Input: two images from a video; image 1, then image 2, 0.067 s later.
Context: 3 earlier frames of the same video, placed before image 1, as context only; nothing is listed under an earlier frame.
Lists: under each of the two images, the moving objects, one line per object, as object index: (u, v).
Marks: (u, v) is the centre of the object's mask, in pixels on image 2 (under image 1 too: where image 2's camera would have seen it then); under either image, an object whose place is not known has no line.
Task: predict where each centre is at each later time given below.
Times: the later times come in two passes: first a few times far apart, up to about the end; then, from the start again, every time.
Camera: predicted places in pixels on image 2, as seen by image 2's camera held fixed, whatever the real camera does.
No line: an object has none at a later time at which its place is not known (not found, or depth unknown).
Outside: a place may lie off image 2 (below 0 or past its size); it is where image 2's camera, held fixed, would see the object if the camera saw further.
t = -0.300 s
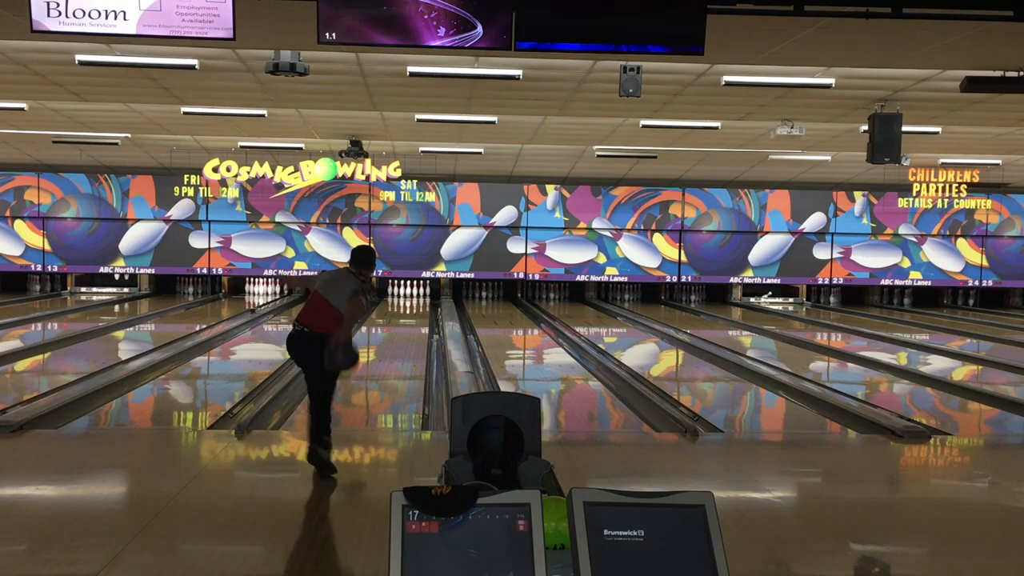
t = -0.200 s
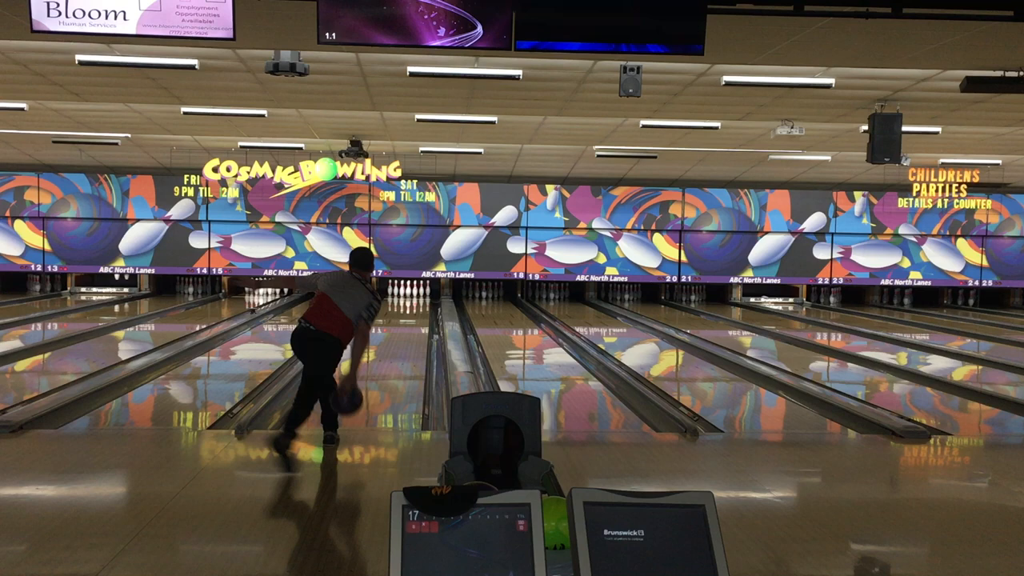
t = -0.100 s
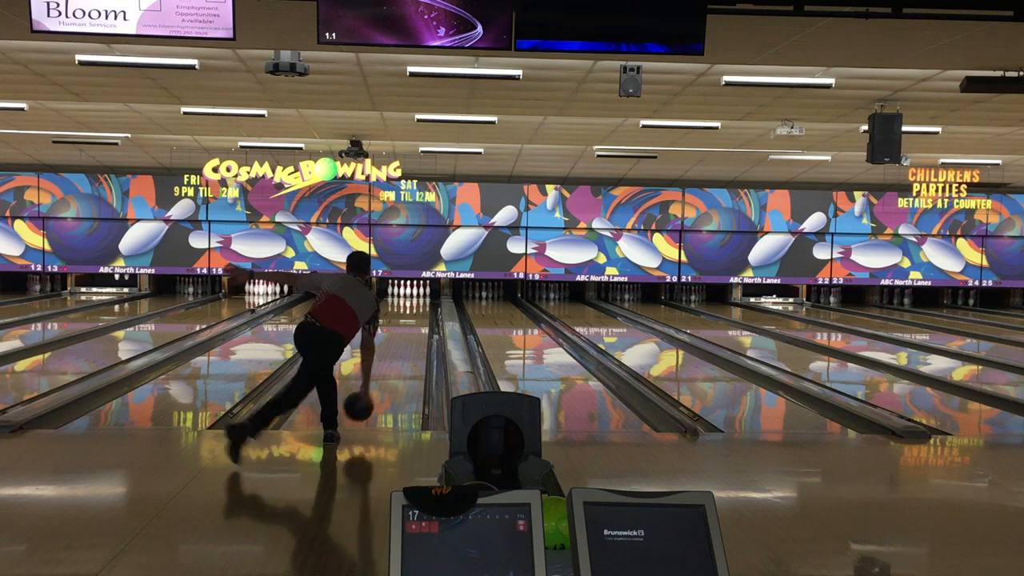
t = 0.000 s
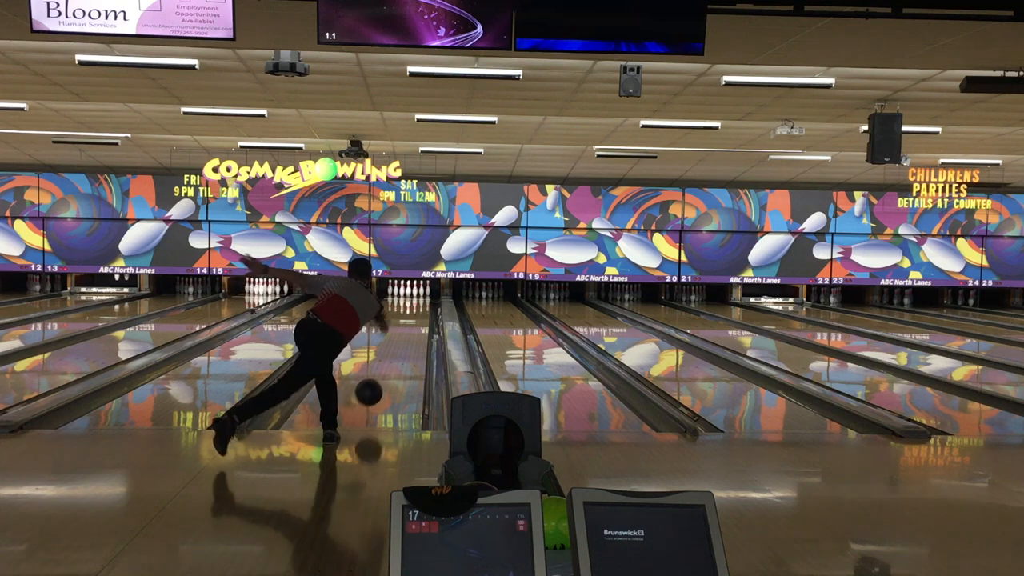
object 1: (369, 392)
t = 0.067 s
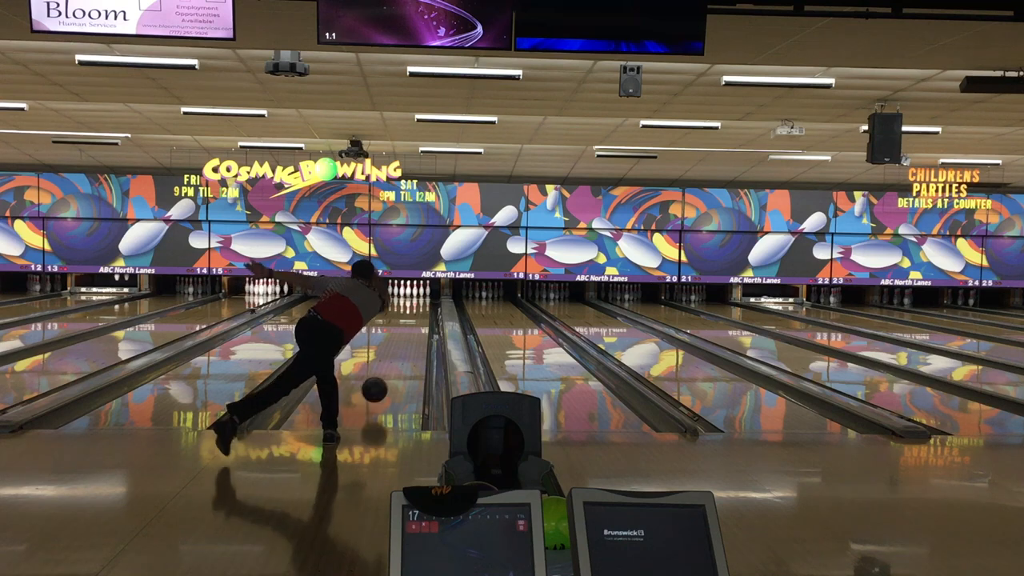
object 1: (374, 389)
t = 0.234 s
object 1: (386, 379)
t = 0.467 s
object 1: (398, 359)
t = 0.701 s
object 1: (407, 343)
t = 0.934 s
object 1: (413, 332)
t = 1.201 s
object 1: (417, 322)
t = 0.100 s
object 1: (377, 390)
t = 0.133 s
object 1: (379, 390)
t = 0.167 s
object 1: (382, 386)
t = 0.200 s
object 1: (384, 383)
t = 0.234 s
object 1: (386, 379)
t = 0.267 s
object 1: (388, 376)
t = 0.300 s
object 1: (390, 372)
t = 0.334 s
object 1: (391, 369)
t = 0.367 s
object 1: (393, 367)
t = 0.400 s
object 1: (395, 364)
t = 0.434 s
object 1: (396, 361)
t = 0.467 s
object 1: (398, 359)
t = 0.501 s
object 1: (399, 356)
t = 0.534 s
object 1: (401, 354)
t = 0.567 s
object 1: (402, 351)
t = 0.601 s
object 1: (403, 349)
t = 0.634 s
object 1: (405, 347)
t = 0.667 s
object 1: (406, 345)
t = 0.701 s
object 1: (407, 343)
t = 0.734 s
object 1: (408, 342)
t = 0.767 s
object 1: (409, 340)
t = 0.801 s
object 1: (410, 338)
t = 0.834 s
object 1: (410, 336)
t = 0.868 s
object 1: (411, 335)
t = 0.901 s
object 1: (412, 333)
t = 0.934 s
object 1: (413, 332)
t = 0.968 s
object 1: (414, 330)
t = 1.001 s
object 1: (414, 329)
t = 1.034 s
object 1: (415, 328)
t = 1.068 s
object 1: (415, 326)
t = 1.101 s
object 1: (416, 325)
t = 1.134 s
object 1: (416, 324)
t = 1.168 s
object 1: (417, 323)
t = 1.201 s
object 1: (417, 322)
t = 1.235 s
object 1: (418, 320)
